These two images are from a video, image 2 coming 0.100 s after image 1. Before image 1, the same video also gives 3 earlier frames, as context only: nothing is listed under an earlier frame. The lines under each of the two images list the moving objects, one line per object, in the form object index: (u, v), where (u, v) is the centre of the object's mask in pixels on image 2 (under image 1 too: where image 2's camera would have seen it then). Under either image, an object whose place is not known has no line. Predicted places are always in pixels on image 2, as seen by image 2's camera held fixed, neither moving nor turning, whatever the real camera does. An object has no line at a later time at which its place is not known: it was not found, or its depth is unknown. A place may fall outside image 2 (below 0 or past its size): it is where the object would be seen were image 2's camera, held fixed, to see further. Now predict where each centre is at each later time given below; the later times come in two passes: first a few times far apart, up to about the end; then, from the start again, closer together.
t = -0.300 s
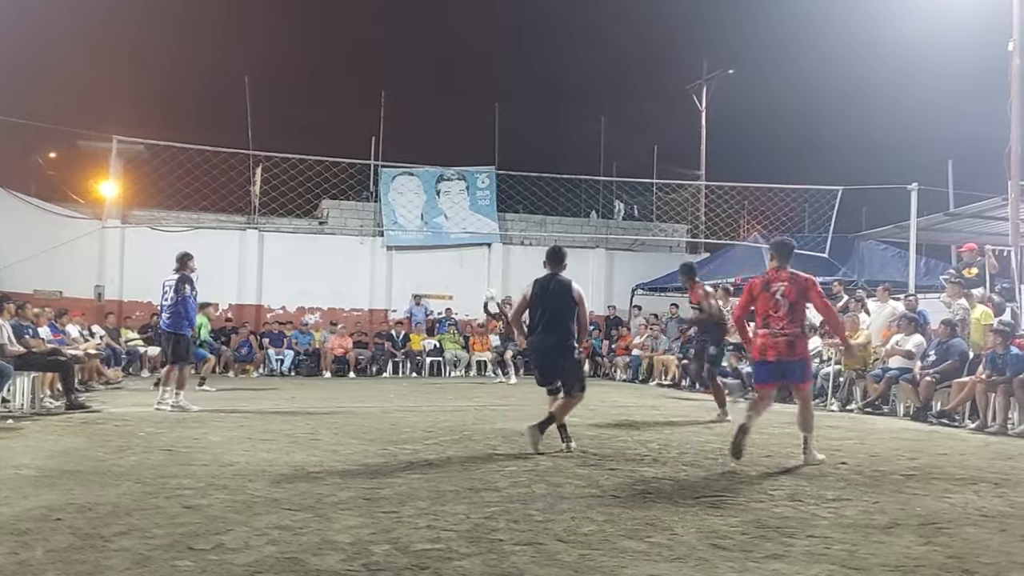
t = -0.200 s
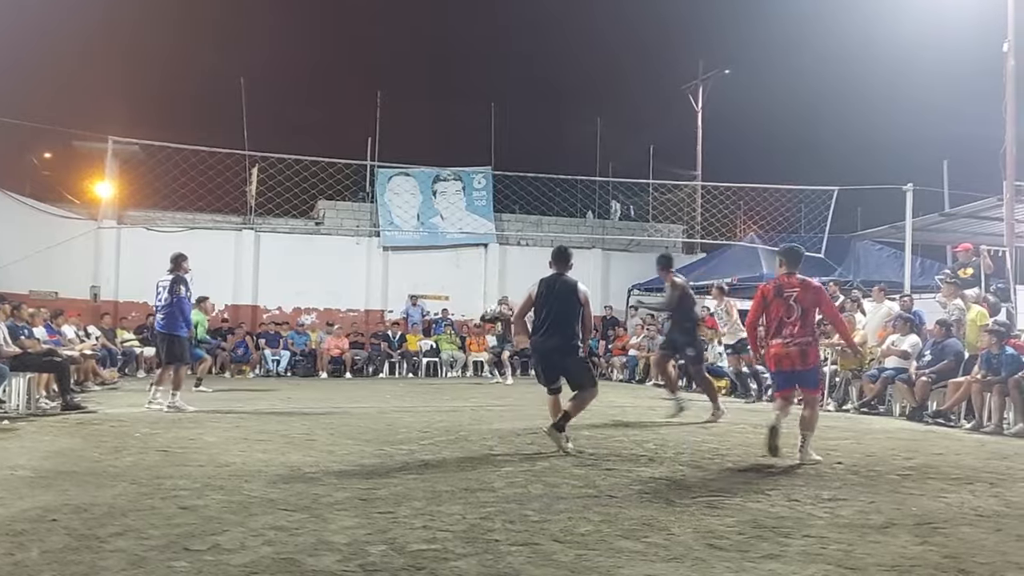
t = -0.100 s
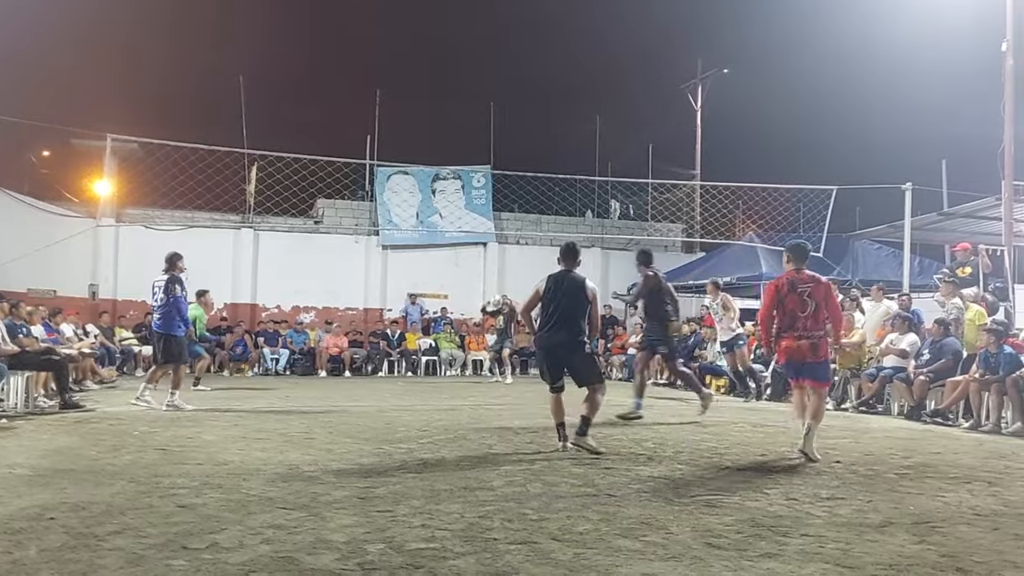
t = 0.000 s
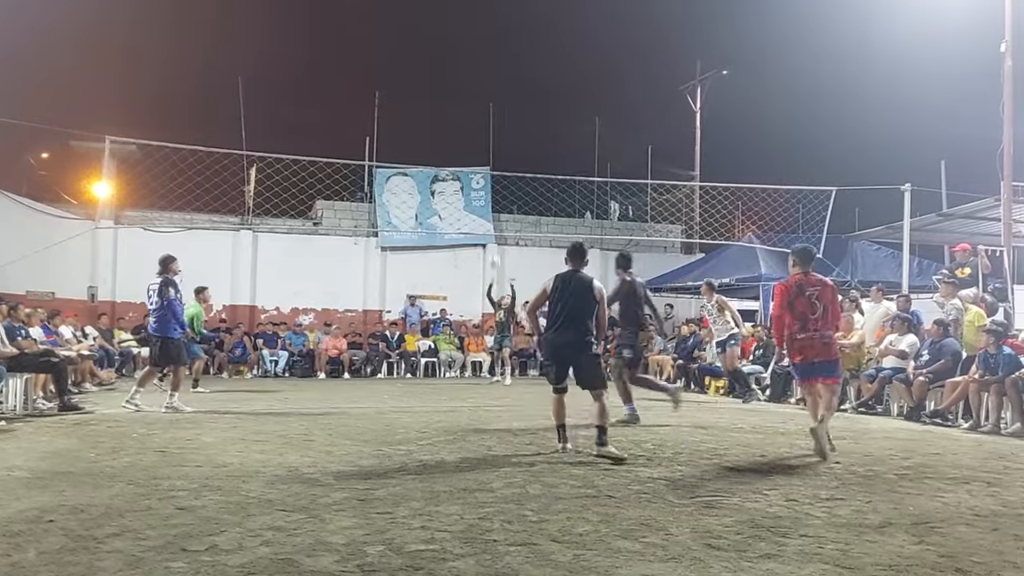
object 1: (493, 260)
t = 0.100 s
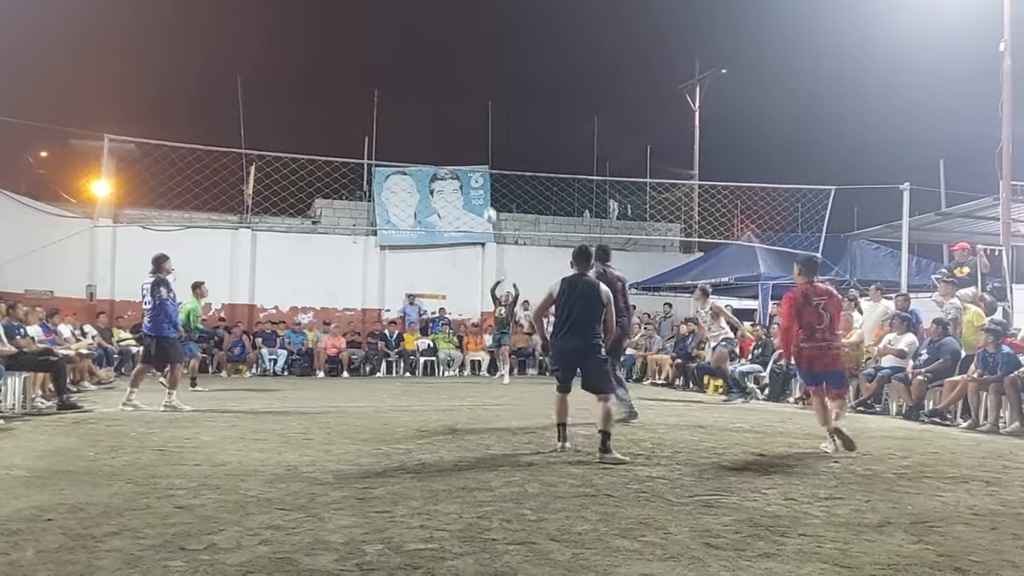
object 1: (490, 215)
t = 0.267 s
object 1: (484, 150)
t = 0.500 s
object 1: (476, 84)
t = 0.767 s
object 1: (464, 46)
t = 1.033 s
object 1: (451, 54)
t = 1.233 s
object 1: (439, 94)
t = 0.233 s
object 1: (486, 161)
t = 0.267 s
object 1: (484, 150)
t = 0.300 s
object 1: (483, 139)
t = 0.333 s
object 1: (482, 129)
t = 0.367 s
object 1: (481, 118)
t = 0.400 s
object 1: (480, 108)
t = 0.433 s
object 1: (478, 100)
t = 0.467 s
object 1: (477, 91)
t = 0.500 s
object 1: (476, 84)
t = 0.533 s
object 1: (475, 77)
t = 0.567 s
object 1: (473, 70)
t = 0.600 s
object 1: (472, 64)
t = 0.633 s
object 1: (471, 59)
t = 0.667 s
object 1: (469, 55)
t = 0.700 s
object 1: (467, 51)
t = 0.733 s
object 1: (466, 48)
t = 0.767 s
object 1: (464, 46)
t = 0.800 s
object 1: (463, 44)
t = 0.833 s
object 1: (461, 43)
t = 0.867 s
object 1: (460, 43)
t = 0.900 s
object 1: (458, 44)
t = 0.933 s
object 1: (456, 45)
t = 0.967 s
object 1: (455, 47)
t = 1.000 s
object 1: (452, 50)
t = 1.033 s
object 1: (451, 54)
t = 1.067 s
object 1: (449, 59)
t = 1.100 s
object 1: (447, 64)
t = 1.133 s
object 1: (445, 70)
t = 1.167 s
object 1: (443, 77)
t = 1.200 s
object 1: (441, 85)
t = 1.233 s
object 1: (439, 94)
